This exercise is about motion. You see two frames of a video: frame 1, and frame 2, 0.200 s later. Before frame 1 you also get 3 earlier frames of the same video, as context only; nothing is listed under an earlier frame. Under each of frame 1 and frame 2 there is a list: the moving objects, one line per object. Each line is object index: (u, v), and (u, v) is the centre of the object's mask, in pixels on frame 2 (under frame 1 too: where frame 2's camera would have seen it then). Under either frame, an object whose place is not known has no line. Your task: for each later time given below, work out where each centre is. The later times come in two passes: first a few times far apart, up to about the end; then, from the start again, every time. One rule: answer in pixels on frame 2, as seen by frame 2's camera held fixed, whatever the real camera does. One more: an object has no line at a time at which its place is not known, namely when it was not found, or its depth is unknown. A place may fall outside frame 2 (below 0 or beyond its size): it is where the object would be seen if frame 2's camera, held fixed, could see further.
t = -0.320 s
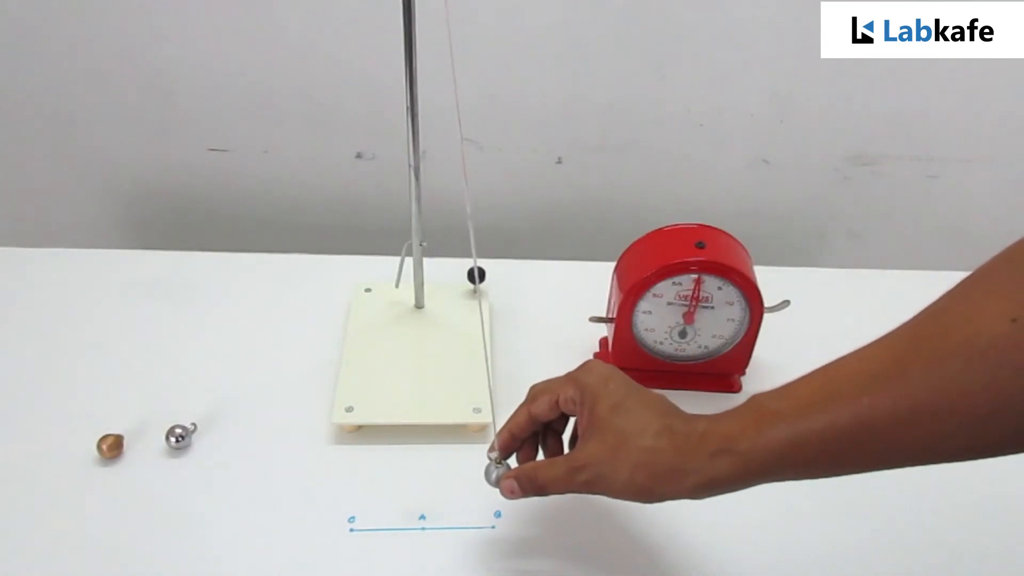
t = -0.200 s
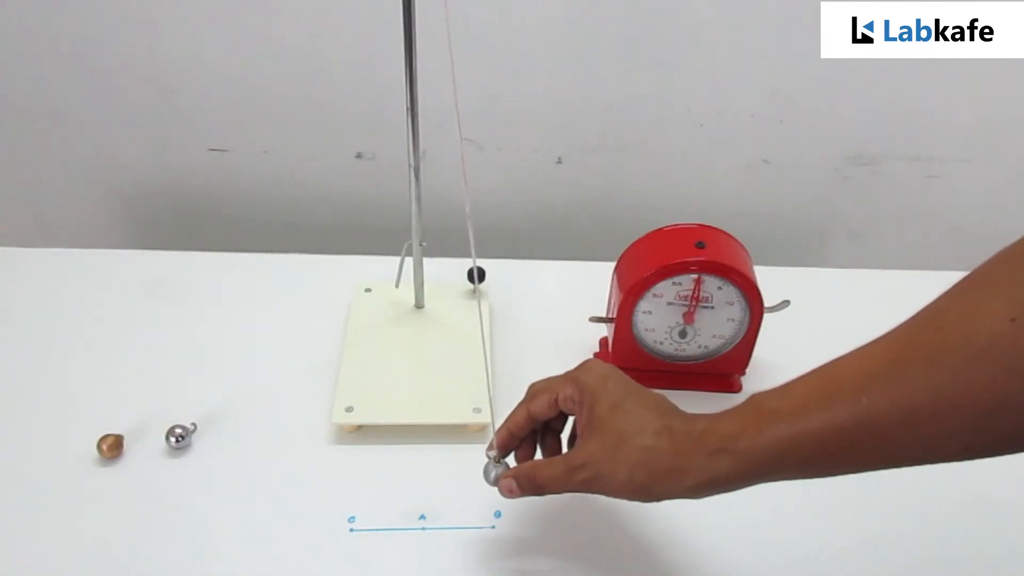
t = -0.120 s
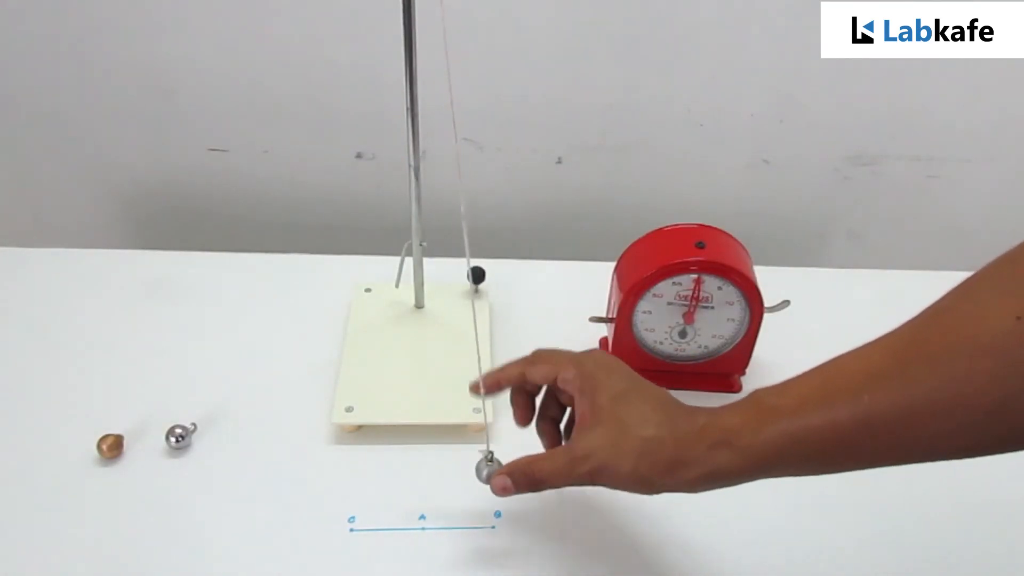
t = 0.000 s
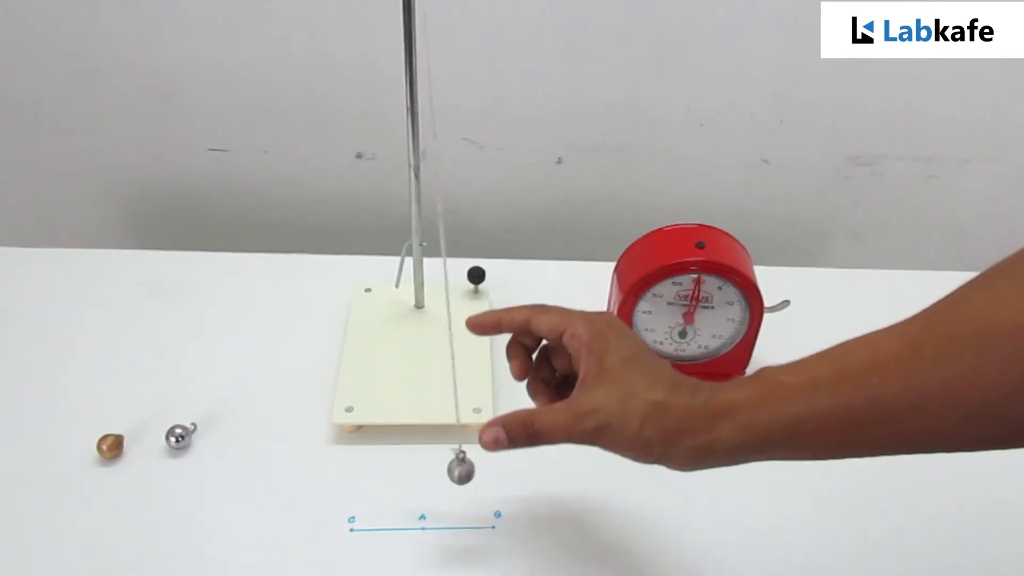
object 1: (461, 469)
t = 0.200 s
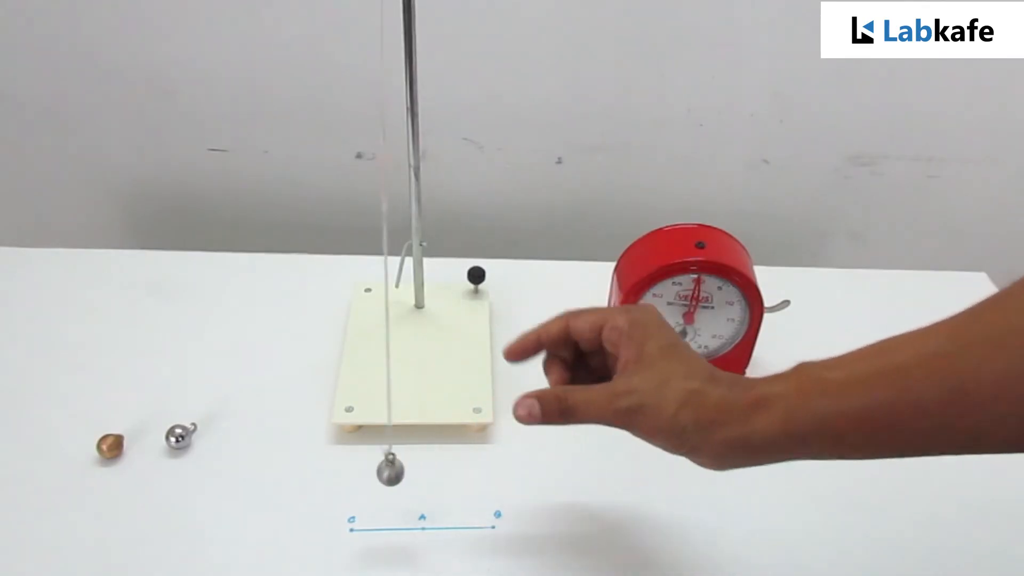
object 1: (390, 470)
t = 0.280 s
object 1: (364, 471)
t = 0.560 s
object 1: (333, 475)
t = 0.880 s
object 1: (426, 480)
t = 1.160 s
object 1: (495, 471)
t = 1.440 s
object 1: (453, 469)
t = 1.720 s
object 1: (358, 471)
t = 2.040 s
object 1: (344, 477)
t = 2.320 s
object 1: (434, 478)
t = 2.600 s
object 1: (494, 470)
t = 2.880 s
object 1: (446, 469)
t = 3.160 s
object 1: (353, 471)
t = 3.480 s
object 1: (350, 478)
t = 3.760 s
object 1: (441, 479)
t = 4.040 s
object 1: (494, 470)
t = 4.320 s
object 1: (438, 469)
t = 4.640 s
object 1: (342, 472)
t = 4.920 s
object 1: (356, 479)
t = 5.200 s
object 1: (448, 478)
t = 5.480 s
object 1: (492, 469)
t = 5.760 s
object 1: (431, 469)
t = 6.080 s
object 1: (339, 473)
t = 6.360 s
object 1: (362, 479)
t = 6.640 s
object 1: (454, 477)
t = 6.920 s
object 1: (490, 469)
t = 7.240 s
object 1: (409, 469)
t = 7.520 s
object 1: (338, 474)
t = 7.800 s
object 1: (369, 480)
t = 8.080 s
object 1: (460, 477)
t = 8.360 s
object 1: (487, 468)
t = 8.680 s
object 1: (402, 470)
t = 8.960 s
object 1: (337, 474)
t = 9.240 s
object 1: (376, 480)
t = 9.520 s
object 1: (465, 476)
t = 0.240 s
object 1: (377, 471)
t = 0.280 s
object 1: (364, 471)
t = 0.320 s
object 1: (353, 471)
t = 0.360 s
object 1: (343, 471)
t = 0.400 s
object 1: (336, 472)
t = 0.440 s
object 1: (332, 473)
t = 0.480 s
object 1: (329, 473)
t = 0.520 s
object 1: (330, 474)
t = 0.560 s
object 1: (333, 475)
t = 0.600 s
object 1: (339, 476)
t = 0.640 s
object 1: (347, 477)
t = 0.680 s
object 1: (357, 479)
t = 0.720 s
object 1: (369, 480)
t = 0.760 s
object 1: (383, 480)
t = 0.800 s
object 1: (397, 480)
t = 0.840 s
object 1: (411, 480)
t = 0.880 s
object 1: (426, 480)
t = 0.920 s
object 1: (441, 479)
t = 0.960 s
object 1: (454, 477)
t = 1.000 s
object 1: (466, 476)
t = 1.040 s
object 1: (477, 475)
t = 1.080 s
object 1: (485, 474)
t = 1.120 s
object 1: (491, 473)
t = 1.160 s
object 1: (495, 471)
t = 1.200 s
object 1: (496, 470)
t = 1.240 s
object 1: (495, 470)
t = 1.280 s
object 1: (491, 469)
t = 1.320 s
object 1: (484, 469)
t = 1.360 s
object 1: (476, 469)
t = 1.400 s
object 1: (465, 469)
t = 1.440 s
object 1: (453, 469)
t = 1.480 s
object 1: (440, 469)
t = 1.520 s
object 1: (426, 470)
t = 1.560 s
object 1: (411, 469)
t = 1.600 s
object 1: (397, 470)
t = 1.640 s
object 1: (383, 470)
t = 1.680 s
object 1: (370, 470)
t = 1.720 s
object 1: (358, 471)
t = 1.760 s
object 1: (348, 471)
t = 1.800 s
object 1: (340, 472)
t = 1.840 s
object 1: (335, 472)
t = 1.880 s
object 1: (331, 473)
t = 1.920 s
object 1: (330, 474)
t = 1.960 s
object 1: (332, 474)
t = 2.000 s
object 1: (337, 476)
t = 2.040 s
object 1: (344, 477)
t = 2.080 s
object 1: (353, 477)
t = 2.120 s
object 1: (364, 479)
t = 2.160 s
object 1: (377, 479)
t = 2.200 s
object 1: (391, 479)
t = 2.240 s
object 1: (405, 479)
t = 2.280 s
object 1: (420, 479)
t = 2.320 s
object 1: (434, 478)
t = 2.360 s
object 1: (448, 478)
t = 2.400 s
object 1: (460, 476)
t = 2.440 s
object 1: (471, 475)
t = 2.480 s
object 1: (480, 474)
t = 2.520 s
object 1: (487, 473)
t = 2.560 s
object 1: (492, 471)
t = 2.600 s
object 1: (494, 470)
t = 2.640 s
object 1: (494, 469)
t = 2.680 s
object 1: (491, 469)
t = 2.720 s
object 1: (486, 468)
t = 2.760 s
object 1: (479, 468)
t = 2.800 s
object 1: (470, 468)
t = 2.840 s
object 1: (458, 468)
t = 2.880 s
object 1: (446, 469)
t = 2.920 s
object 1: (432, 469)
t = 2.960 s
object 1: (418, 469)
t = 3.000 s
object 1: (404, 470)
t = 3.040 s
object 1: (390, 470)
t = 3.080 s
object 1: (376, 470)
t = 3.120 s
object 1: (364, 470)
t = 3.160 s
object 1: (353, 471)
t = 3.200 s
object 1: (345, 472)
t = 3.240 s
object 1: (338, 472)
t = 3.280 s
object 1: (333, 473)
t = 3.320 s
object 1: (332, 474)
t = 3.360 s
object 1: (332, 475)
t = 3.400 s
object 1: (336, 476)
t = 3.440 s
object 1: (342, 477)
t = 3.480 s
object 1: (350, 478)
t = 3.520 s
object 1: (360, 479)
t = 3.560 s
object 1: (372, 479)
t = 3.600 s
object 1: (385, 480)
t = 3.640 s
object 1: (399, 480)
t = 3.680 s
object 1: (413, 480)
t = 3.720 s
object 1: (427, 479)
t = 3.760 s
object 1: (441, 479)
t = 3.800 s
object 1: (454, 477)
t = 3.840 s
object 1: (466, 476)
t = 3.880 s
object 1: (476, 475)
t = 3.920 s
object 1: (484, 473)
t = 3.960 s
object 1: (489, 472)
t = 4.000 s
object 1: (493, 471)
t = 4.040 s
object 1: (494, 470)
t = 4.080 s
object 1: (492, 469)
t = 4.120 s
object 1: (488, 469)
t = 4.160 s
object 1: (482, 469)
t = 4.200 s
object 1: (473, 468)
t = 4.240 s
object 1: (463, 468)
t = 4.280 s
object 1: (451, 469)
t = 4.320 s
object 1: (438, 469)
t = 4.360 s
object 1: (425, 469)
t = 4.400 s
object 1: (411, 470)
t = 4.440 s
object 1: (396, 470)
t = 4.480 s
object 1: (383, 471)
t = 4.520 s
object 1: (370, 471)
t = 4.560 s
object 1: (359, 471)
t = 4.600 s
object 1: (349, 471)
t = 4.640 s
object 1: (342, 472)
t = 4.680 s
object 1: (336, 473)
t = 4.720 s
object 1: (333, 474)
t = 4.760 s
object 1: (333, 475)
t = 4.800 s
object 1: (335, 476)
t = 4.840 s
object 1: (340, 477)
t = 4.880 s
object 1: (347, 478)
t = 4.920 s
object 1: (356, 479)
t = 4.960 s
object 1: (367, 479)
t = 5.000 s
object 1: (379, 480)
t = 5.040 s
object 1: (392, 480)
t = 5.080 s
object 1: (407, 480)
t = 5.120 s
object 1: (421, 480)
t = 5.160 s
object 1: (435, 479)
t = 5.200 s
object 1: (448, 478)
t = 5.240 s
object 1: (460, 477)
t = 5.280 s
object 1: (471, 475)
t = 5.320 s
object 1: (479, 474)
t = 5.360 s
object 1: (486, 472)
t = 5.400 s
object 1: (491, 471)
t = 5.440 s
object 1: (493, 470)
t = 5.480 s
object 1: (492, 469)
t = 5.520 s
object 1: (490, 468)
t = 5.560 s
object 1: (484, 468)
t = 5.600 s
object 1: (477, 468)
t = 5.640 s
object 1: (467, 468)
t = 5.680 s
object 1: (457, 468)
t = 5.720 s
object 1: (444, 469)
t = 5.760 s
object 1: (431, 469)
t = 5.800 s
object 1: (417, 469)
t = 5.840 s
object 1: (403, 470)
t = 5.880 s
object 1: (390, 470)
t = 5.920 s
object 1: (377, 470)
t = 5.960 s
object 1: (365, 471)
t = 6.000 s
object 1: (355, 471)
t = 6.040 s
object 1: (346, 472)
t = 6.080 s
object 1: (339, 473)
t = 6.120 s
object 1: (336, 474)
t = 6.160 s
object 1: (334, 474)
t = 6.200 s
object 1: (335, 475)
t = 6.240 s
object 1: (338, 476)
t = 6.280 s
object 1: (344, 477)
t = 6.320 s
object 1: (352, 478)
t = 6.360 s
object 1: (362, 479)
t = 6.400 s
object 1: (374, 480)
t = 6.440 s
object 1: (387, 480)
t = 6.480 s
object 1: (400, 480)
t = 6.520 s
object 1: (414, 480)
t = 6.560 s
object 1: (428, 479)
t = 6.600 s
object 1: (442, 478)
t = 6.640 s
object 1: (454, 477)
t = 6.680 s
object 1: (465, 476)
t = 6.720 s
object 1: (475, 475)
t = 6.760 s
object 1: (483, 473)
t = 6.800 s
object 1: (488, 472)
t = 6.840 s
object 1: (491, 471)
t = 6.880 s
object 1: (492, 470)
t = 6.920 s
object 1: (490, 469)
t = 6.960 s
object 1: (486, 468)
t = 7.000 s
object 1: (480, 468)
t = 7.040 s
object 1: (471, 468)
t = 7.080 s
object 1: (461, 468)
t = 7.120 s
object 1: (450, 468)
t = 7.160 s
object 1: (437, 469)
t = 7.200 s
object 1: (423, 469)
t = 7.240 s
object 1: (409, 469)
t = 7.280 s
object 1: (396, 470)
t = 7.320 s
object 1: (383, 470)
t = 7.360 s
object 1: (370, 470)
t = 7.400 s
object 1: (359, 471)
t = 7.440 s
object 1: (350, 471)
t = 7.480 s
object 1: (343, 472)
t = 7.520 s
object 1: (338, 474)
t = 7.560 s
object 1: (335, 474)
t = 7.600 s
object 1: (335, 475)
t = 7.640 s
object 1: (337, 476)
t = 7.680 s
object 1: (342, 477)
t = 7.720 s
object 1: (349, 478)
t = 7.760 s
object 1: (358, 479)
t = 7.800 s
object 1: (369, 480)
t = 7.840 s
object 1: (381, 480)
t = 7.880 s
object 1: (394, 481)
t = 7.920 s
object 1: (408, 480)
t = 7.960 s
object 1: (422, 480)
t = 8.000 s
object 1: (435, 479)
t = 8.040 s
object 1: (448, 478)
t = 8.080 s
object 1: (460, 477)
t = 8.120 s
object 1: (470, 475)
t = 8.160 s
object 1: (479, 474)
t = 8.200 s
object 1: (485, 473)
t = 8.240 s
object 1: (489, 471)
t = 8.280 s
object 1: (491, 470)
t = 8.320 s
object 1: (490, 469)
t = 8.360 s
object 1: (487, 468)
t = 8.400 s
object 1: (482, 468)
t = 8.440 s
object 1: (475, 468)
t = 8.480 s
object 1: (465, 468)
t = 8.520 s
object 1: (454, 468)
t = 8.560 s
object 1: (442, 469)
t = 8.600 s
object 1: (429, 469)
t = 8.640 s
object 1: (416, 469)
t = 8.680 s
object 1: (402, 470)
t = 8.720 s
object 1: (389, 470)
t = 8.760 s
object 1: (376, 470)
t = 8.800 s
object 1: (365, 471)
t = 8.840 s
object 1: (355, 472)
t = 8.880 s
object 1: (347, 473)
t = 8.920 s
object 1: (341, 474)
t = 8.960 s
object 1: (337, 474)
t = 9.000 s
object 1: (336, 475)
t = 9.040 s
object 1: (337, 476)
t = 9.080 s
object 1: (341, 477)
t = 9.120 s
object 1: (346, 478)
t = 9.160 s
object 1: (354, 479)
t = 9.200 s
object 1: (364, 479)
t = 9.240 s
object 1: (376, 480)
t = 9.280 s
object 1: (388, 480)
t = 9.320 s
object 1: (402, 480)
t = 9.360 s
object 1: (416, 480)
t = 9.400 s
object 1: (429, 479)
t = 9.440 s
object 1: (442, 478)
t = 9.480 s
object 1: (454, 477)
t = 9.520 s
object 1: (465, 476)
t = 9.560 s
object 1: (474, 474)
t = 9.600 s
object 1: (482, 473)
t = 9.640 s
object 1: (487, 471)
